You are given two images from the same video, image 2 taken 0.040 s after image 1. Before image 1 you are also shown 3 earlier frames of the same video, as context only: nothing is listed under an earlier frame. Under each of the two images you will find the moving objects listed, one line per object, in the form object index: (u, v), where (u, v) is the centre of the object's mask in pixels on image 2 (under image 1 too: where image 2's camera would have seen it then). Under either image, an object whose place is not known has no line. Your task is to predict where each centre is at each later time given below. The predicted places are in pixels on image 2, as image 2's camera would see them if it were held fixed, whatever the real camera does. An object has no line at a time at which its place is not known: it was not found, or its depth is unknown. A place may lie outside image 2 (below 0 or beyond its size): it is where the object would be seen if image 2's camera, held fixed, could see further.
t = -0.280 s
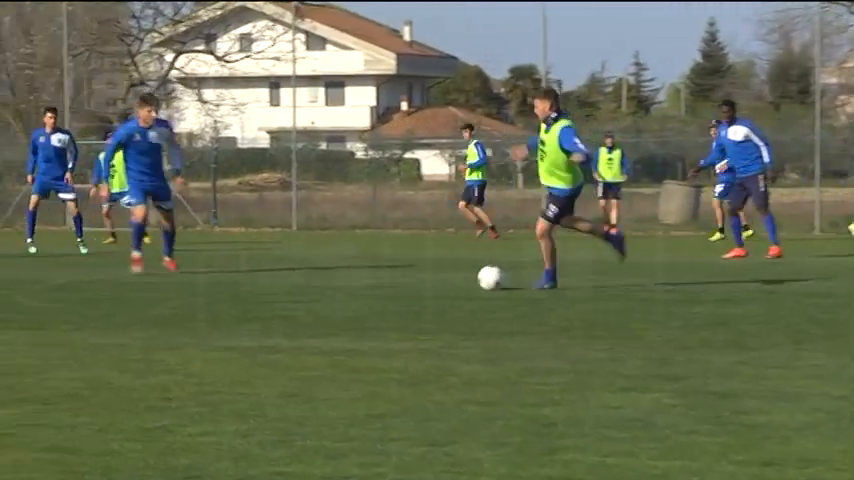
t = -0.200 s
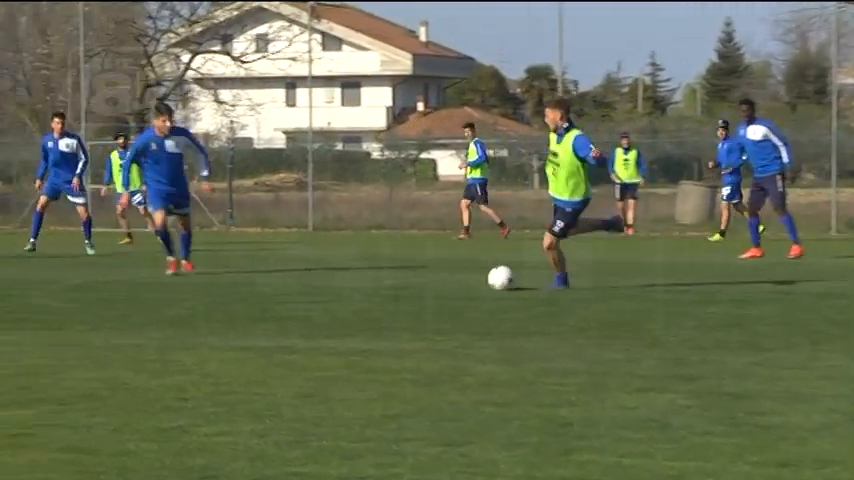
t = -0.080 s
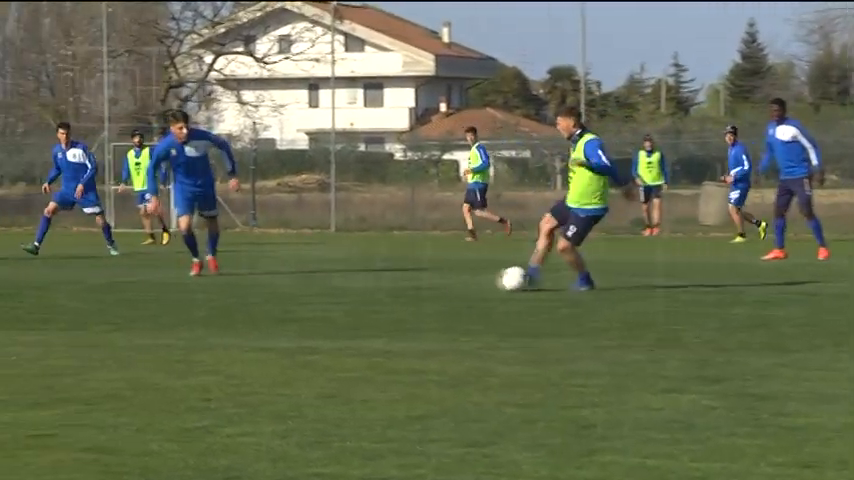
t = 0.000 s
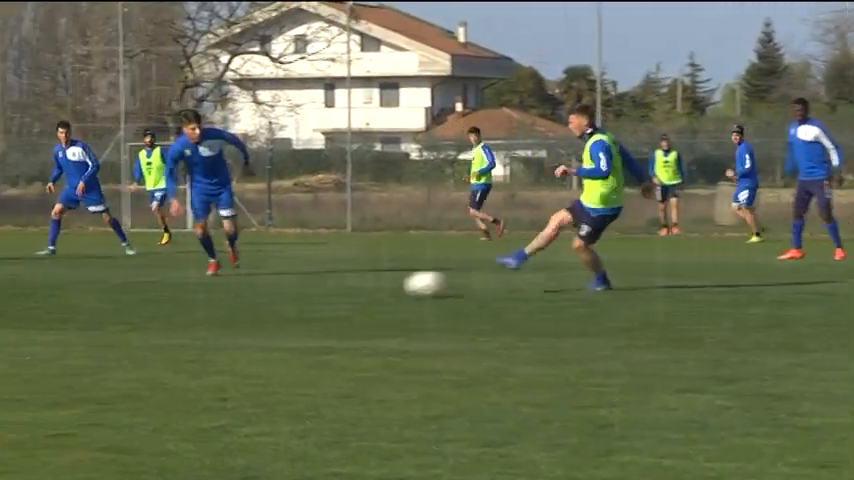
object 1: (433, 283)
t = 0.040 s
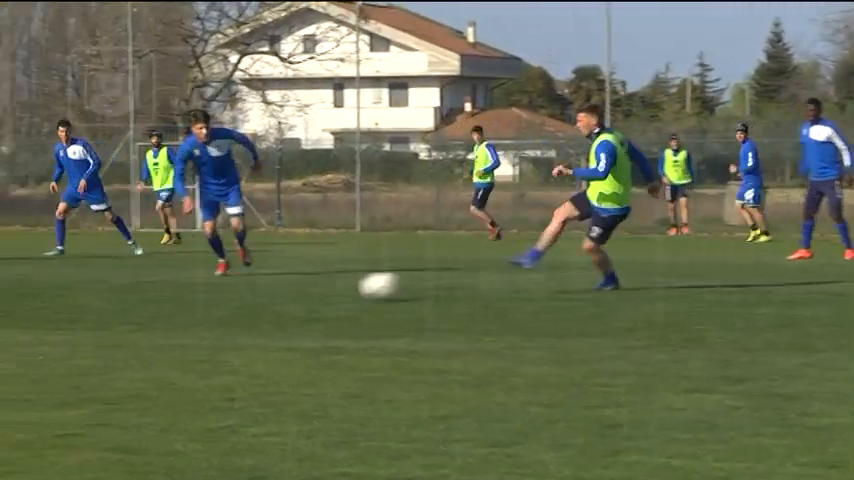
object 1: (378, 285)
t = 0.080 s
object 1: (324, 290)
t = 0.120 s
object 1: (269, 296)
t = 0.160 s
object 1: (218, 296)
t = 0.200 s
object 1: (168, 297)
